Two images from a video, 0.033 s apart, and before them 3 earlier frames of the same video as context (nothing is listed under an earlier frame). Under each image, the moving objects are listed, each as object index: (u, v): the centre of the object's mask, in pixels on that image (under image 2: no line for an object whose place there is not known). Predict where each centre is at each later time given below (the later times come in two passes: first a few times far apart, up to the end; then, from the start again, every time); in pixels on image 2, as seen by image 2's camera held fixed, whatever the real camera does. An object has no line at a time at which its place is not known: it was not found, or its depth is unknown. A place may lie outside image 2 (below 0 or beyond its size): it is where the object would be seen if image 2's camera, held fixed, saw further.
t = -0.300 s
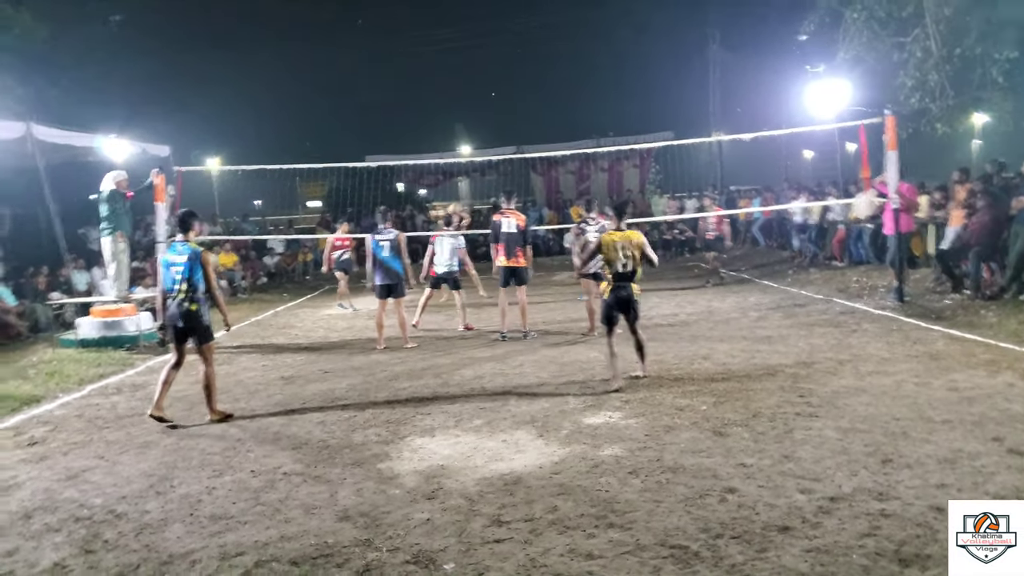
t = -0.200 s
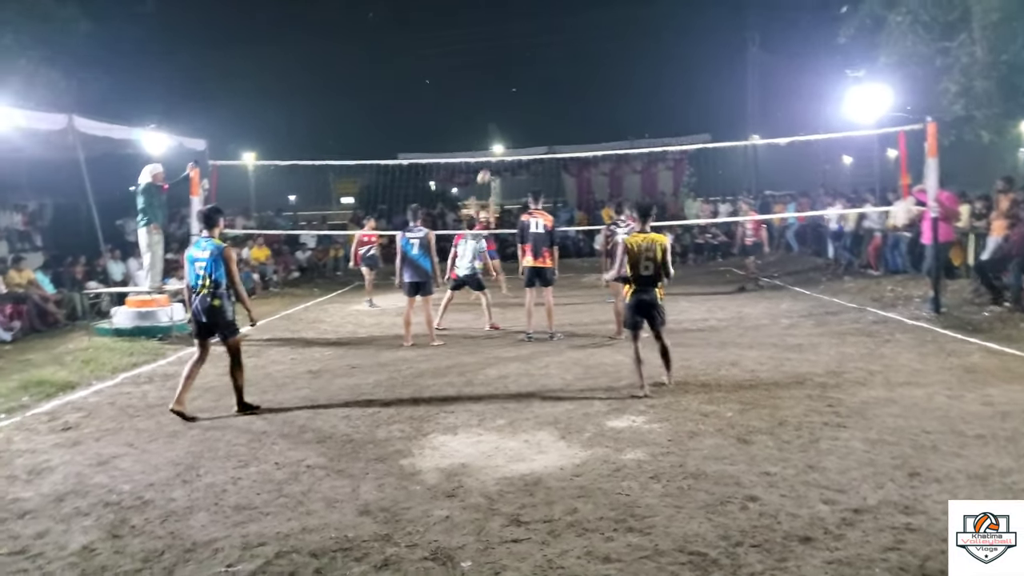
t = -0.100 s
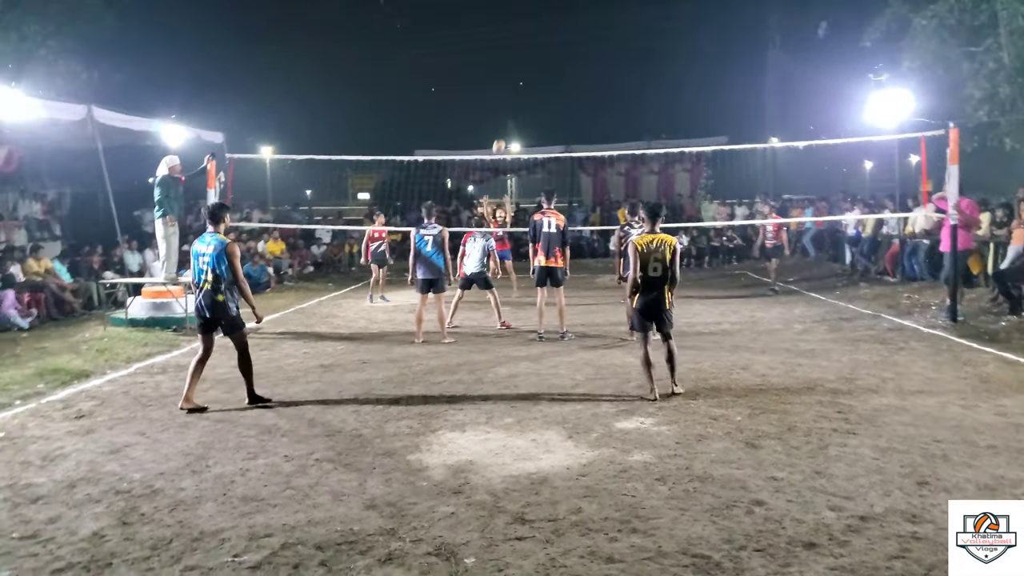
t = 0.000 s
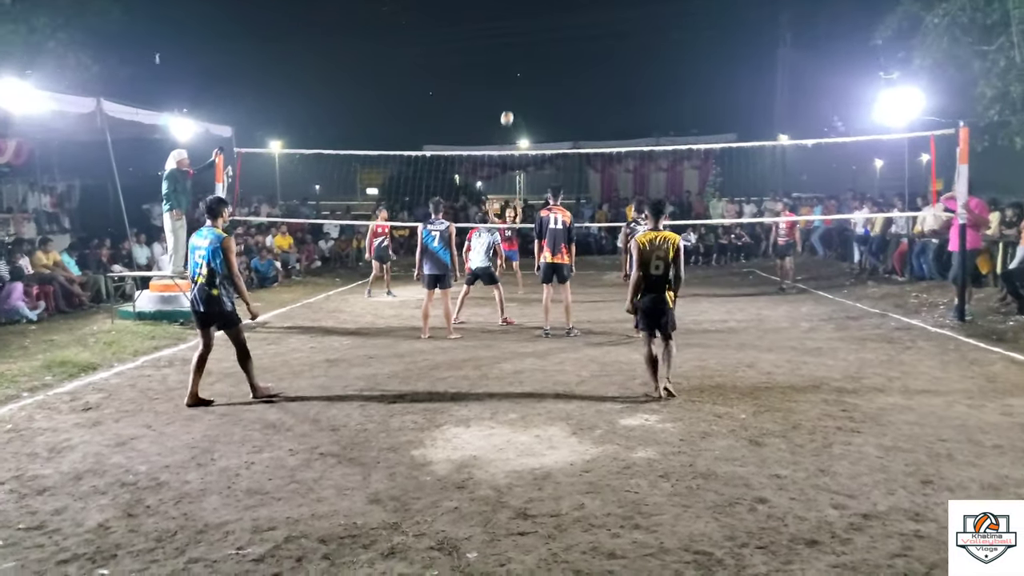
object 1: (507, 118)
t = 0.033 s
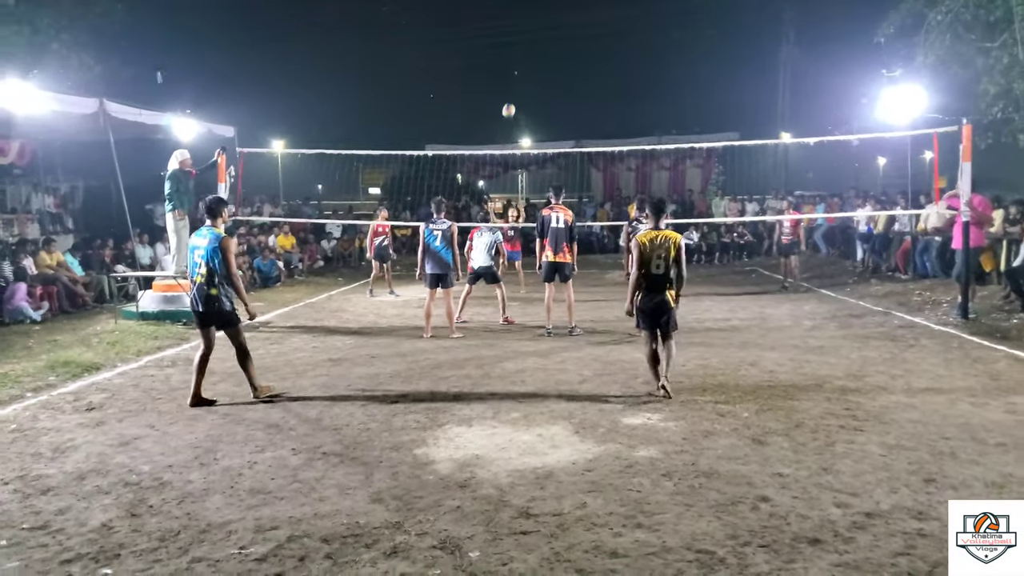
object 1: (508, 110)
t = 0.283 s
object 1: (511, 80)
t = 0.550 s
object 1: (510, 88)
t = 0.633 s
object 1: (510, 100)
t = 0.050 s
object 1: (508, 107)
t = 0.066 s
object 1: (509, 104)
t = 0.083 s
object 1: (509, 101)
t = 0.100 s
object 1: (509, 99)
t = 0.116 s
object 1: (510, 97)
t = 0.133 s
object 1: (510, 94)
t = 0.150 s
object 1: (510, 92)
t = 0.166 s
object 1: (510, 90)
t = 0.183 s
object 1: (510, 88)
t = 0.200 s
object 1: (509, 86)
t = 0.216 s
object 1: (509, 85)
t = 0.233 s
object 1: (509, 83)
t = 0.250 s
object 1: (510, 82)
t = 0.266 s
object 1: (510, 81)
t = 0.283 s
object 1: (511, 80)
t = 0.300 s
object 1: (511, 80)
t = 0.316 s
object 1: (510, 79)
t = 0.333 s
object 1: (509, 78)
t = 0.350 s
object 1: (508, 78)
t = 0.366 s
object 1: (508, 77)
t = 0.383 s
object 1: (508, 77)
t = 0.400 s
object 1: (509, 77)
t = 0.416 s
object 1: (509, 78)
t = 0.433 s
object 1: (509, 79)
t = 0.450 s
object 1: (509, 79)
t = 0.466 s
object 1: (509, 80)
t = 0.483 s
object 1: (508, 81)
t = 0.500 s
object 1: (509, 83)
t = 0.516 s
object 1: (509, 84)
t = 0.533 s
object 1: (509, 86)
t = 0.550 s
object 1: (510, 88)
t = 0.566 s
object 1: (509, 90)
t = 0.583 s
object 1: (509, 92)
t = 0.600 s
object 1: (509, 94)
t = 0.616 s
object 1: (509, 97)
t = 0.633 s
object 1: (510, 100)
